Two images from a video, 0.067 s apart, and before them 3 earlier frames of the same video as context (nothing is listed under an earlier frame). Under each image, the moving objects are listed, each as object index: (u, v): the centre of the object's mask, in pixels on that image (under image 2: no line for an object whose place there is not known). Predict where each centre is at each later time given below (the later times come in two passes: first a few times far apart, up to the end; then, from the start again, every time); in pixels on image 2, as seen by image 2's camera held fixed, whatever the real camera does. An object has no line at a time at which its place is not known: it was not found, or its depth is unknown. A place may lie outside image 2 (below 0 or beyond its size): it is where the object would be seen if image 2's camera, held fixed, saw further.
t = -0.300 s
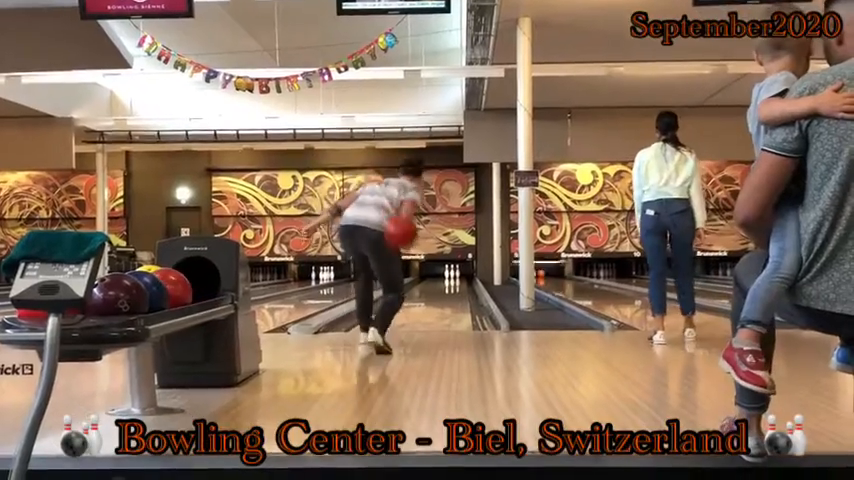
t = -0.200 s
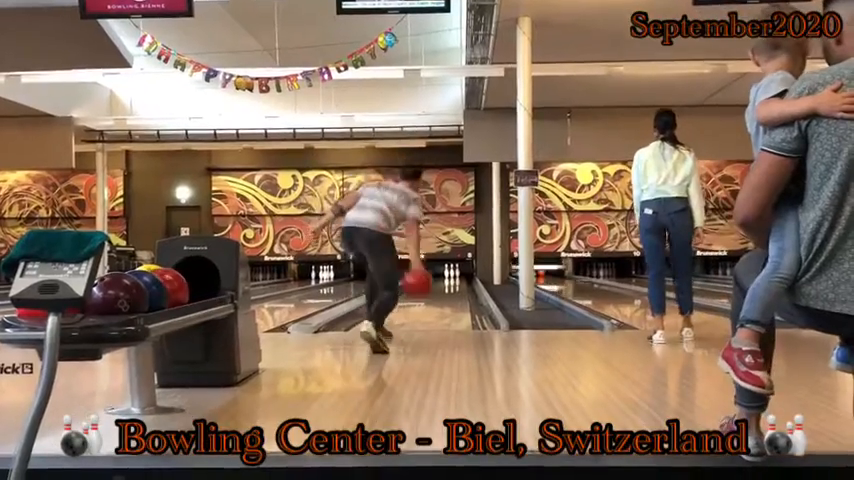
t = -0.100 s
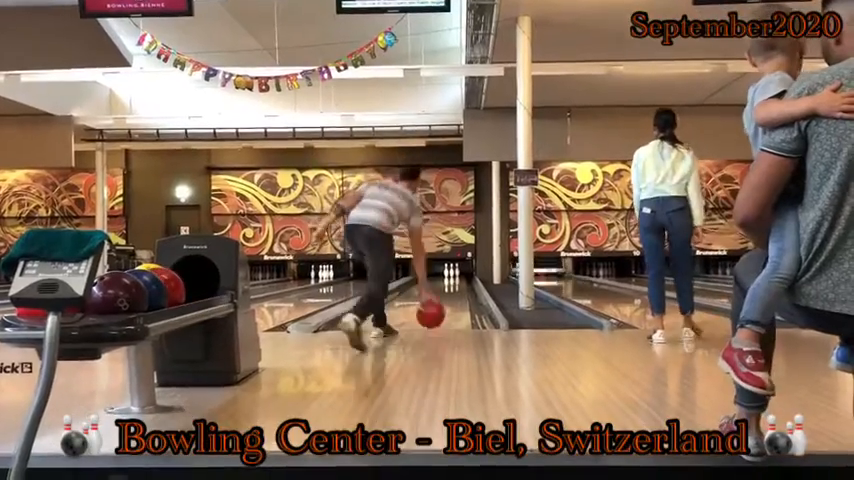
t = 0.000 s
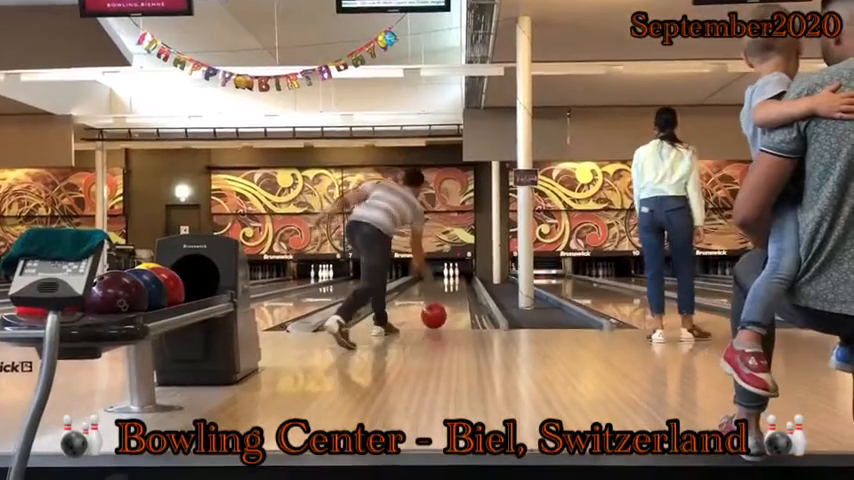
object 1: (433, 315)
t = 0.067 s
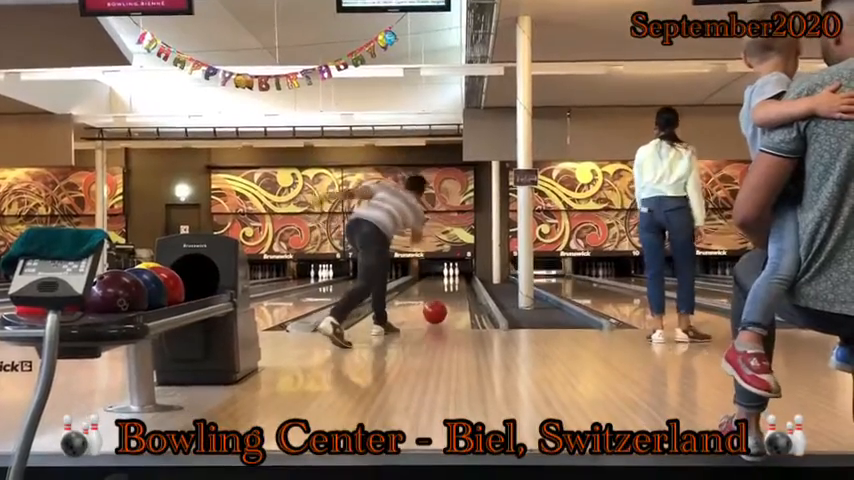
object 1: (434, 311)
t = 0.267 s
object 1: (437, 302)
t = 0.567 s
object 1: (439, 291)
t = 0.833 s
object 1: (440, 287)
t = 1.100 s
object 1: (441, 283)
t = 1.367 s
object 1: (442, 280)
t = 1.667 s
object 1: (443, 276)
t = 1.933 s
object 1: (442, 275)
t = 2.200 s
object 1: (443, 275)
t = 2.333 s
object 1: (441, 274)
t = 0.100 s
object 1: (435, 310)
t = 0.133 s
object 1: (435, 308)
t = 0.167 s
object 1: (436, 307)
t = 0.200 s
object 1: (436, 305)
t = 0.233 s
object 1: (437, 303)
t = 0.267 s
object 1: (437, 302)
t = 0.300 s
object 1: (437, 301)
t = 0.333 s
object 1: (437, 299)
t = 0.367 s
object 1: (438, 299)
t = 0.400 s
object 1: (438, 298)
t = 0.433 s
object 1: (438, 297)
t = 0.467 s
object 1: (439, 295)
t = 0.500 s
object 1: (439, 292)
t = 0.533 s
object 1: (439, 292)
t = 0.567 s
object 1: (439, 291)
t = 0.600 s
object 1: (439, 291)
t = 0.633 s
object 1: (440, 291)
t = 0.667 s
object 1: (440, 290)
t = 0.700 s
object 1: (440, 289)
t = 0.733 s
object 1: (440, 289)
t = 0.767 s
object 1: (440, 288)
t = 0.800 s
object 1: (440, 288)
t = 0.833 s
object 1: (440, 287)
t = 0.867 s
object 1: (440, 287)
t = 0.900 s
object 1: (440, 286)
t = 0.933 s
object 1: (440, 285)
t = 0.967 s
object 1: (441, 285)
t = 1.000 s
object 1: (441, 285)
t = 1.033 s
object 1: (441, 284)
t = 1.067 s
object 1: (441, 284)
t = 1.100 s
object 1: (441, 283)
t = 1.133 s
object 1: (441, 283)
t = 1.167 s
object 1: (441, 282)
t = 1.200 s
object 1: (441, 282)
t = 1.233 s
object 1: (441, 281)
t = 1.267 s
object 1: (441, 281)
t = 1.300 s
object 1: (441, 281)
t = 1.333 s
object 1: (442, 280)
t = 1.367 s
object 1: (442, 280)
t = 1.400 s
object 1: (441, 280)
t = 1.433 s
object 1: (441, 279)
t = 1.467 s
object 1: (442, 279)
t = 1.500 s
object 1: (441, 279)
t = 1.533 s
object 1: (442, 278)
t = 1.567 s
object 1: (442, 277)
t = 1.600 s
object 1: (442, 277)
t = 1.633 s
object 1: (442, 277)
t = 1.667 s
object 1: (443, 276)
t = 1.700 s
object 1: (443, 276)
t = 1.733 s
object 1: (443, 277)
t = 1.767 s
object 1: (442, 277)
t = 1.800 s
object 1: (442, 276)
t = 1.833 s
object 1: (442, 276)
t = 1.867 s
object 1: (442, 275)
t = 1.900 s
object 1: (442, 275)
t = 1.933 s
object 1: (442, 275)
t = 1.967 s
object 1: (442, 275)
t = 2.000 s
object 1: (442, 275)
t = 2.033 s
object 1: (442, 275)
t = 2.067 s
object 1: (442, 275)
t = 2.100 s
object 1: (442, 275)
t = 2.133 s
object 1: (442, 275)
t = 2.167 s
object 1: (443, 275)
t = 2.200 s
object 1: (443, 275)
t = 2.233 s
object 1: (443, 275)
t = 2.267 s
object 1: (443, 275)
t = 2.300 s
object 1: (442, 274)
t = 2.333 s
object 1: (441, 274)
